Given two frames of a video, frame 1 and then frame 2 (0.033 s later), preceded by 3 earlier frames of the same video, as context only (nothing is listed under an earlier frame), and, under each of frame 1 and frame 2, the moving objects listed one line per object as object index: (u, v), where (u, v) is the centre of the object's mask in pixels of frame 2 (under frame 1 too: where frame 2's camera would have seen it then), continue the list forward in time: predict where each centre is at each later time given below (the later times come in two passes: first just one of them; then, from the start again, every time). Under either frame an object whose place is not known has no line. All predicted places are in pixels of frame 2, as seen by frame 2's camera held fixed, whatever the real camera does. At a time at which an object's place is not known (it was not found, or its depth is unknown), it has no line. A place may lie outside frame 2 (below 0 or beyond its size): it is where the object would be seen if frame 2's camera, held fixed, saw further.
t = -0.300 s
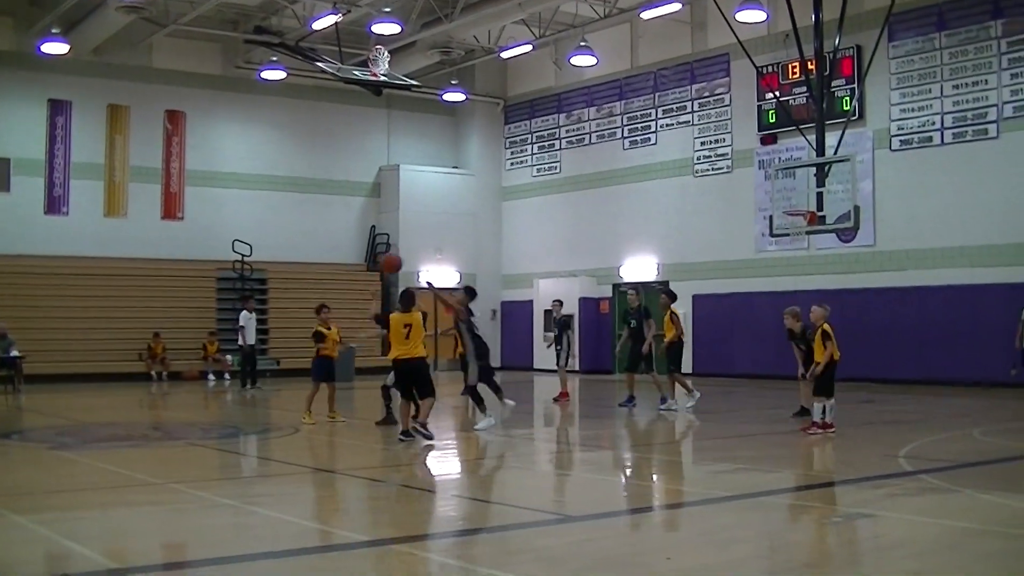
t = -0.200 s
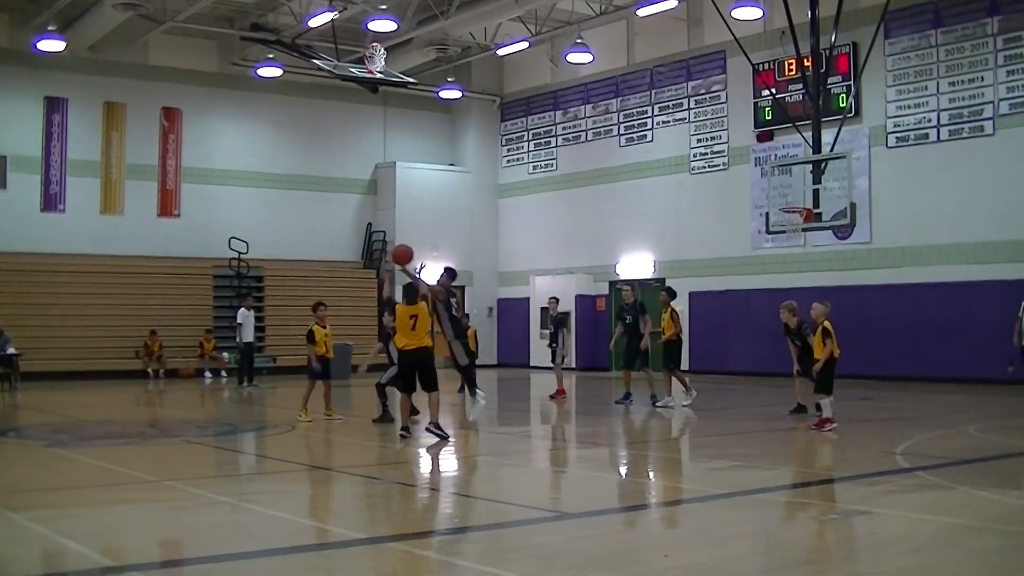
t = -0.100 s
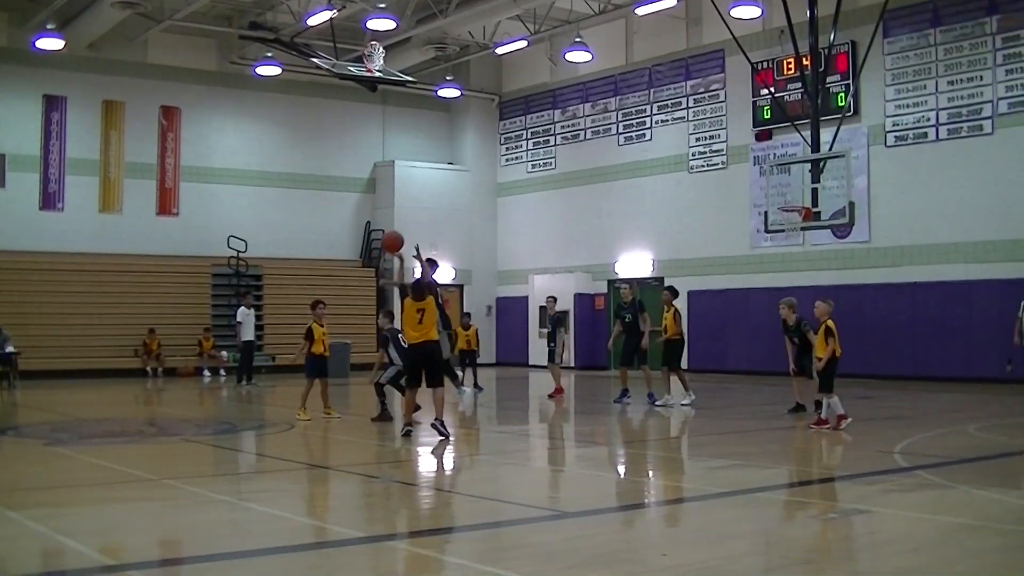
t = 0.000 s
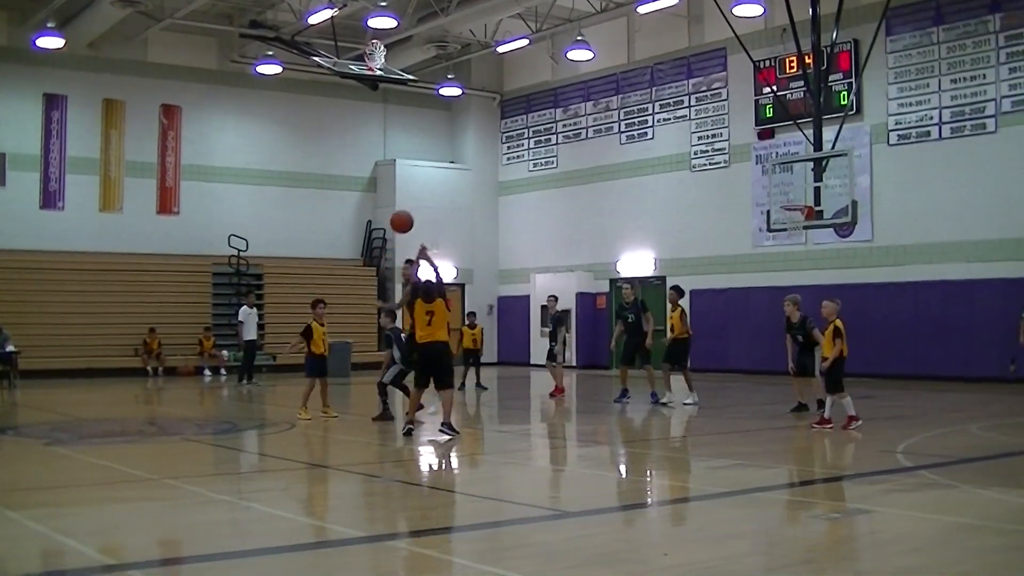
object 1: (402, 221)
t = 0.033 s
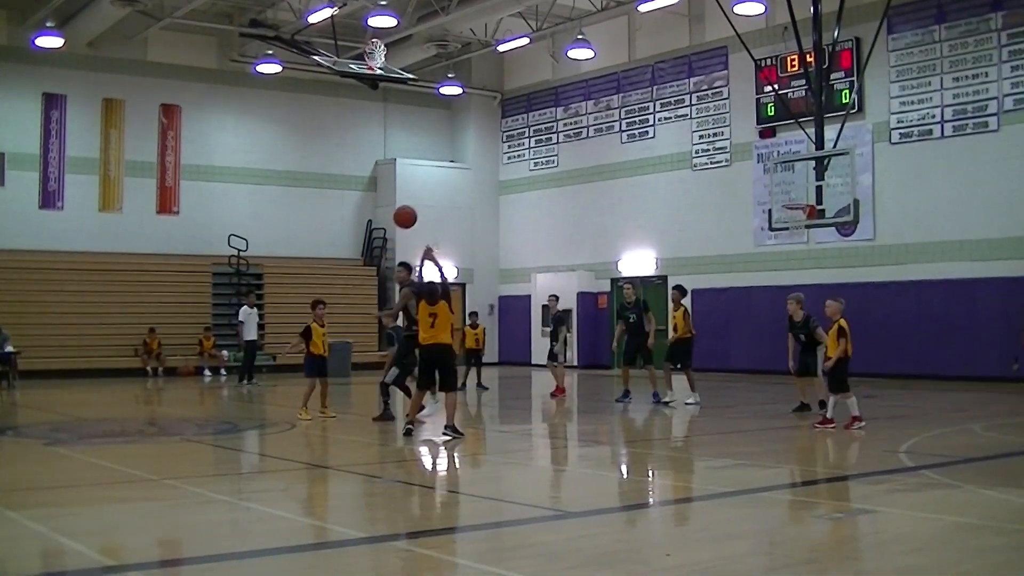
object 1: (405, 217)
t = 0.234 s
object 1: (425, 212)
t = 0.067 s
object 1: (408, 213)
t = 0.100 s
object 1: (411, 211)
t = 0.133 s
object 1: (414, 209)
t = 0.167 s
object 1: (418, 209)
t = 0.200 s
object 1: (421, 210)
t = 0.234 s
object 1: (425, 212)
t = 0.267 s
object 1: (429, 215)
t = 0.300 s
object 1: (432, 220)
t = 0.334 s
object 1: (437, 225)
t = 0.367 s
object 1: (440, 226)
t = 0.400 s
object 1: (444, 235)
